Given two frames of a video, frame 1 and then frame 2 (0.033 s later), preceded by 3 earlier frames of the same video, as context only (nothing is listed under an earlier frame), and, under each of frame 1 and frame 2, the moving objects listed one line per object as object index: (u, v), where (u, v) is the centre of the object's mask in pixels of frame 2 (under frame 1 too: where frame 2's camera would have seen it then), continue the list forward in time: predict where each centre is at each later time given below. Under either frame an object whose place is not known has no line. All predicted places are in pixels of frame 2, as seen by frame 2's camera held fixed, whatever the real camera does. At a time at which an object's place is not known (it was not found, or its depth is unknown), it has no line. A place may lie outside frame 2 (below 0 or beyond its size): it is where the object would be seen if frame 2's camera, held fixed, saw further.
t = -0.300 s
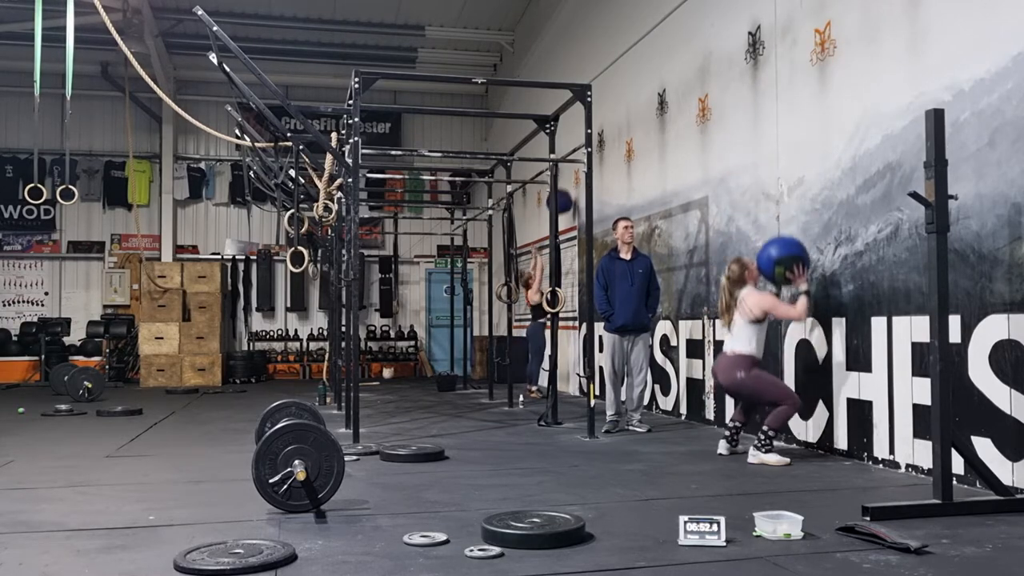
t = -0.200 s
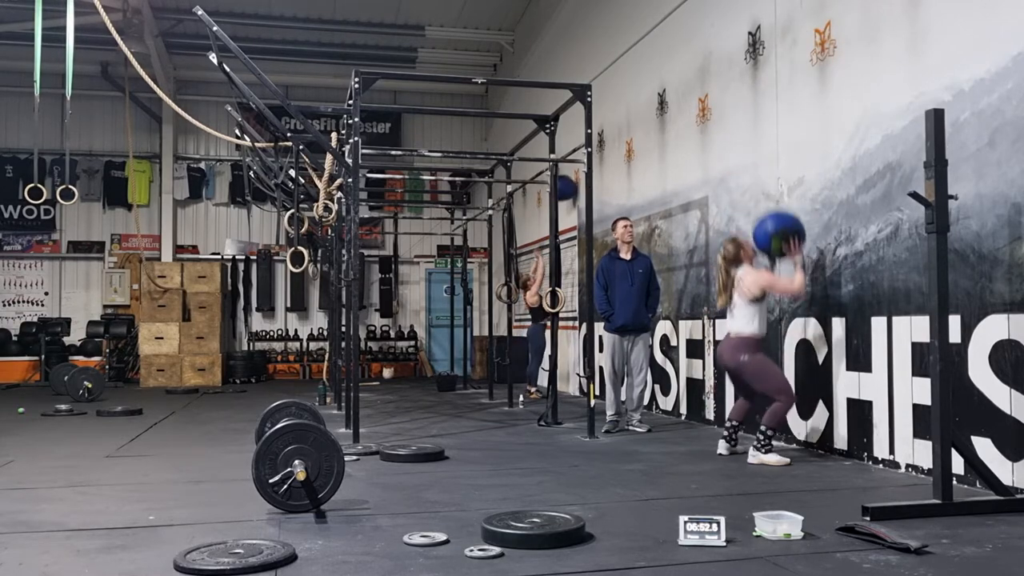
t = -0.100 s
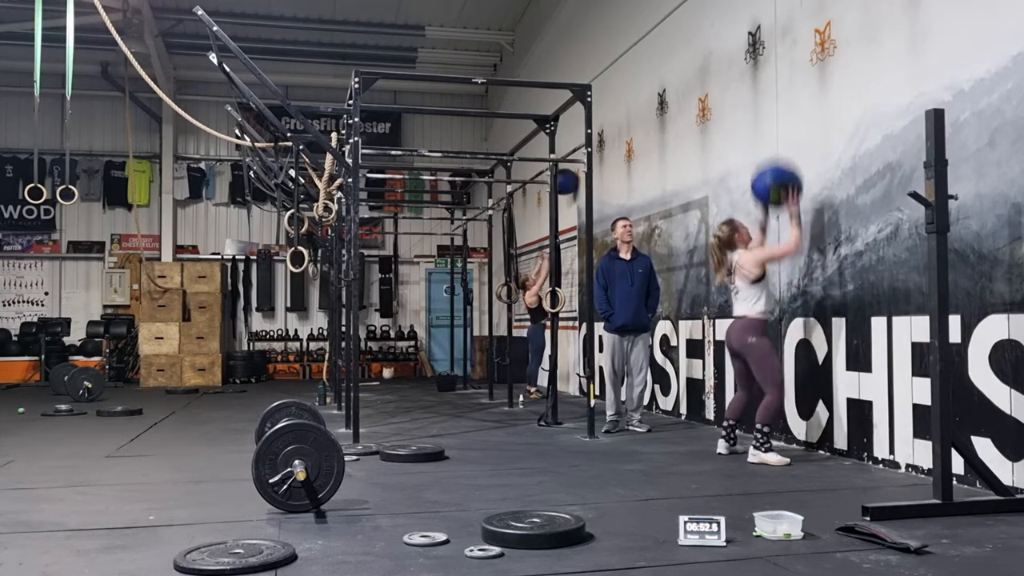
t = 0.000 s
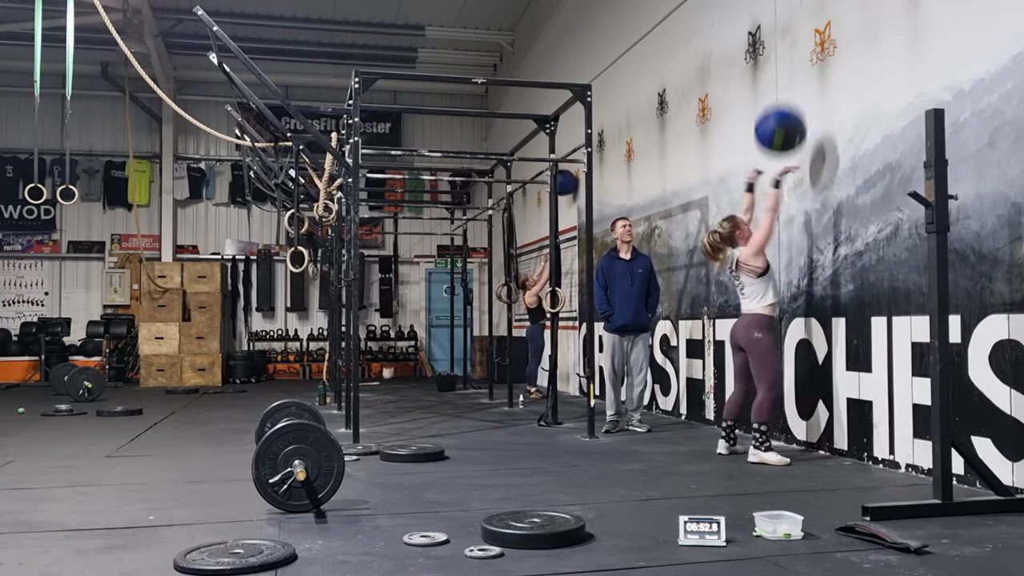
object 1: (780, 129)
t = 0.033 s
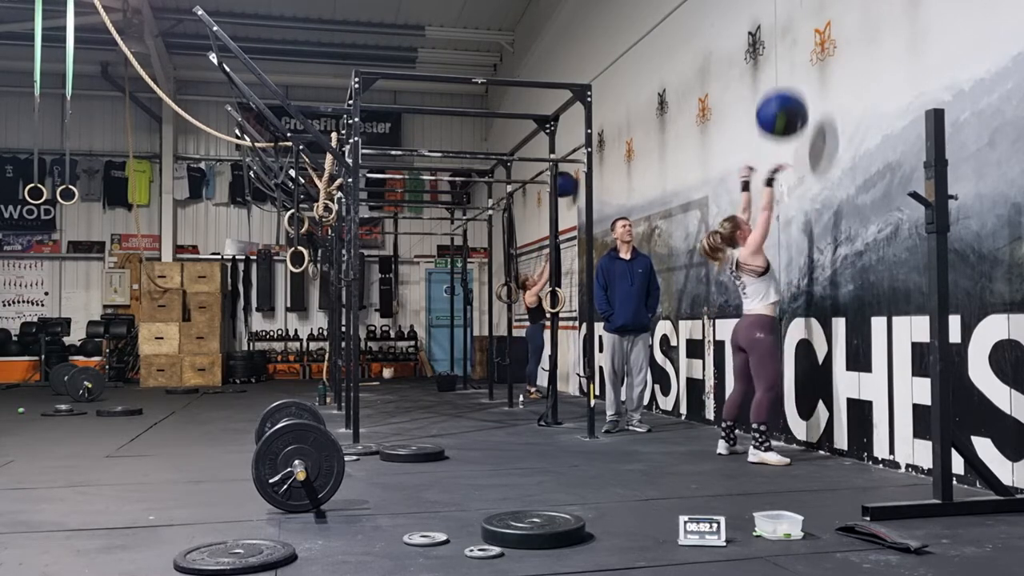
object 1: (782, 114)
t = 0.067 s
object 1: (783, 100)
